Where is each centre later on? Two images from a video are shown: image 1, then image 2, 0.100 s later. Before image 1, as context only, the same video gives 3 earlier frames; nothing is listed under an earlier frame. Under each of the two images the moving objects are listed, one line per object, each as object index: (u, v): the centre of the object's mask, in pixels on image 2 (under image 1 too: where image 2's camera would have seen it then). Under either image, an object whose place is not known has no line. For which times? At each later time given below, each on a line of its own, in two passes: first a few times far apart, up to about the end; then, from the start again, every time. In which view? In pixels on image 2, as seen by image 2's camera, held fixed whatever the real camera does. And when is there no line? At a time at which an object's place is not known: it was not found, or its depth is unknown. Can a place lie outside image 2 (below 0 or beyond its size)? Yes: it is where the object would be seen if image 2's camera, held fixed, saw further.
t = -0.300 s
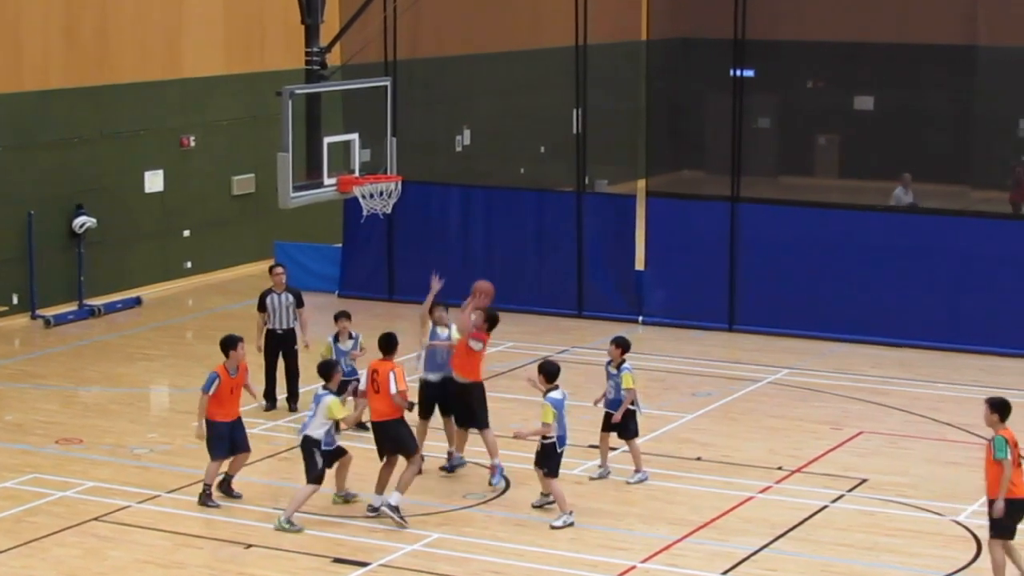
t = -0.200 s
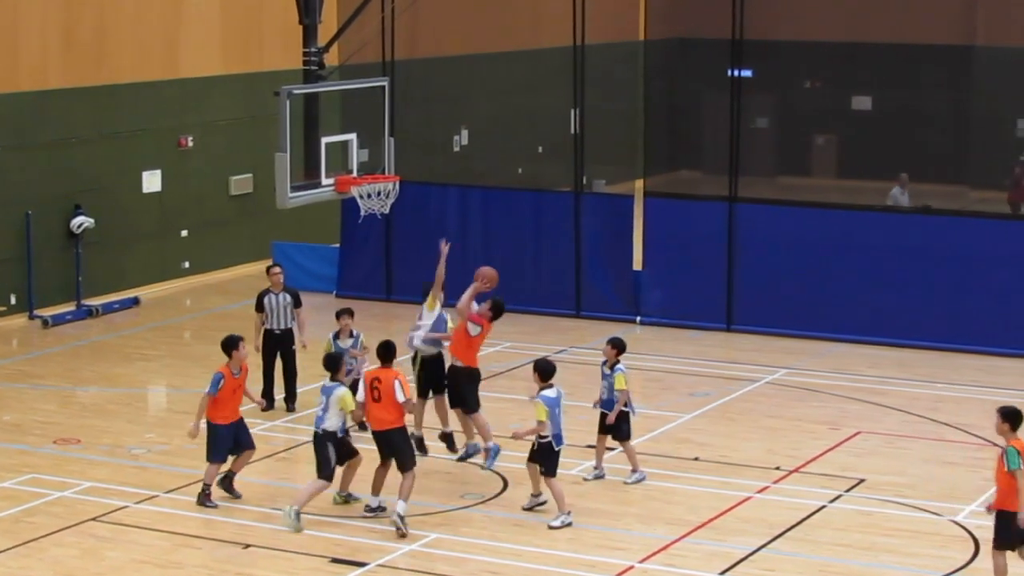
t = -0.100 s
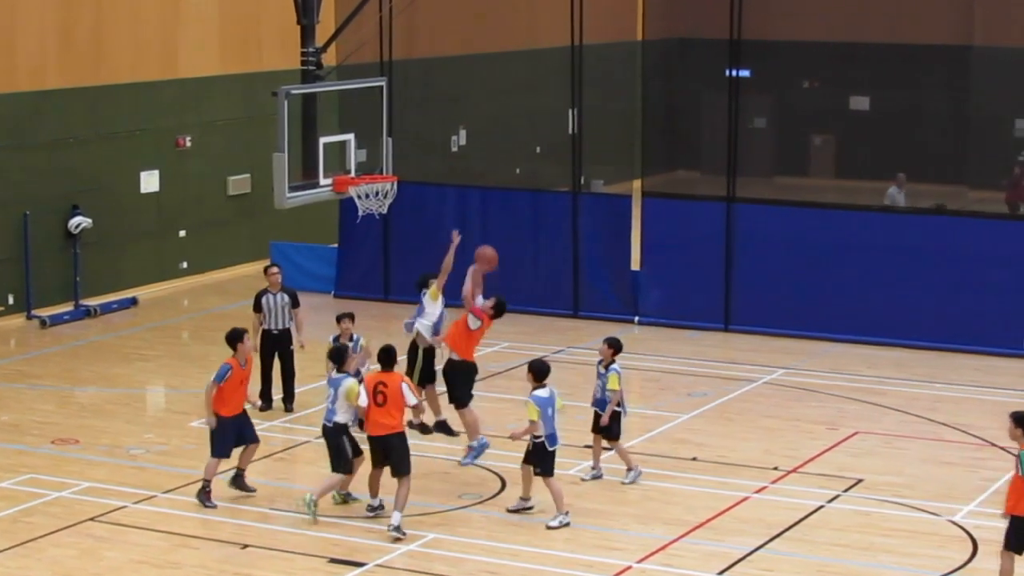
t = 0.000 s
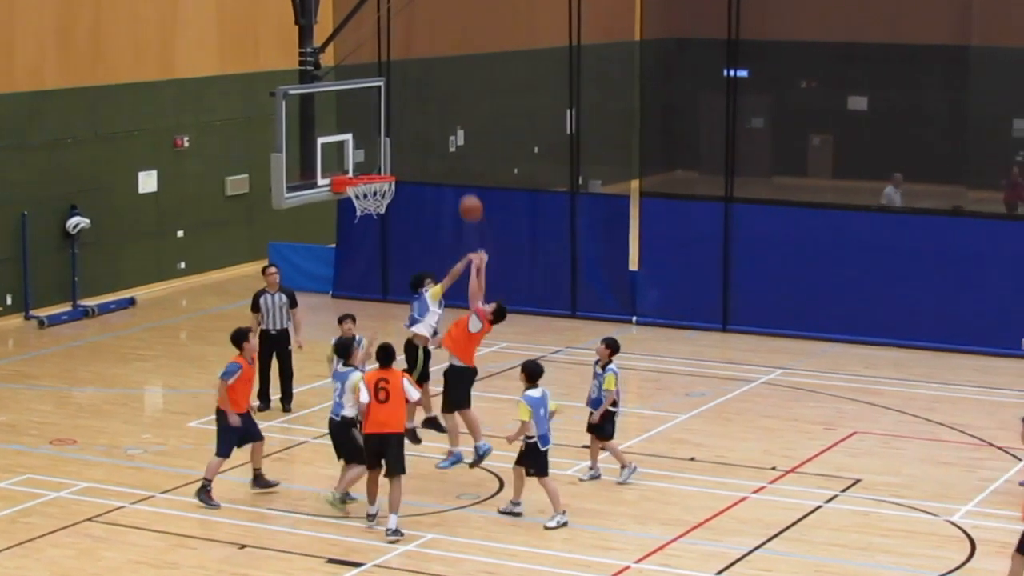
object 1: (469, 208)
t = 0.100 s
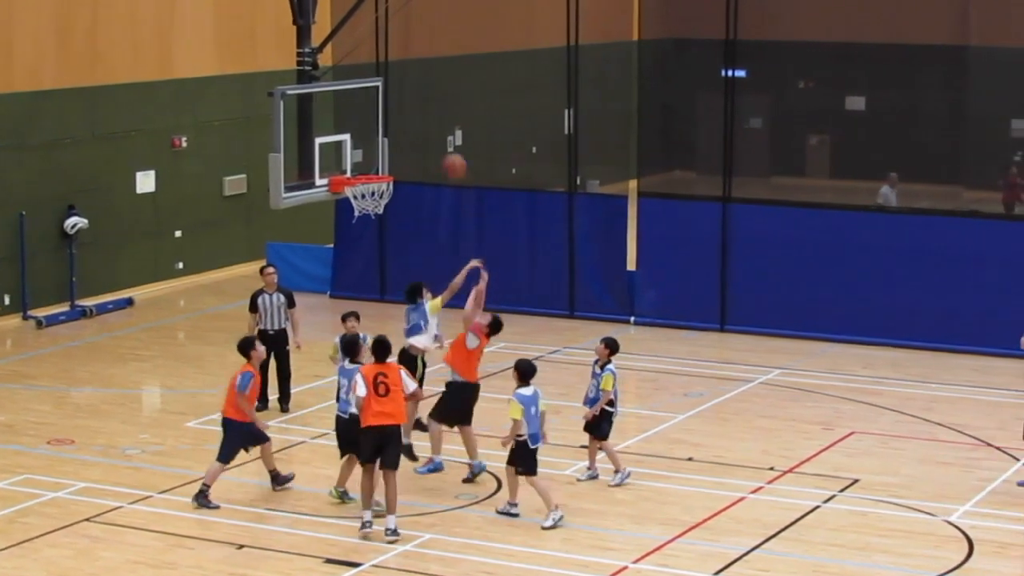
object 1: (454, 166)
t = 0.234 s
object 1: (436, 125)
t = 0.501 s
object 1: (397, 96)
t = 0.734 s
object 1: (365, 128)
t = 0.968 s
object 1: (348, 135)
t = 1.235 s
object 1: (347, 115)
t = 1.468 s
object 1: (348, 153)
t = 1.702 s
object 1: (376, 146)
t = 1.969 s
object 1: (419, 170)
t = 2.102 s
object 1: (441, 208)
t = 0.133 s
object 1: (450, 154)
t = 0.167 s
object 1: (444, 143)
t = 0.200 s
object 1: (439, 133)
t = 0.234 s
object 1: (436, 125)
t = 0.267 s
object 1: (431, 118)
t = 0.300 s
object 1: (426, 112)
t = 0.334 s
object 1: (421, 106)
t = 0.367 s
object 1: (416, 102)
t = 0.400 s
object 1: (411, 99)
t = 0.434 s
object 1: (407, 97)
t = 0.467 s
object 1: (402, 96)
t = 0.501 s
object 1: (397, 96)
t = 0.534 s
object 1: (393, 98)
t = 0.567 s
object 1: (388, 100)
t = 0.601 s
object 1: (383, 103)
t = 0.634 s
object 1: (379, 108)
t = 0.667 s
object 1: (374, 114)
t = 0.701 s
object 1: (369, 121)
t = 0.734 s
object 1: (365, 128)
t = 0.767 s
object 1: (360, 138)
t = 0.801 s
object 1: (355, 148)
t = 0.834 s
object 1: (352, 160)
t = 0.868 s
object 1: (351, 160)
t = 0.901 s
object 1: (349, 151)
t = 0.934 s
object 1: (349, 142)
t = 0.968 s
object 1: (348, 135)
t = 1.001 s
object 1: (348, 129)
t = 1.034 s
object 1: (348, 123)
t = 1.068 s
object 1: (348, 119)
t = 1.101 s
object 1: (347, 117)
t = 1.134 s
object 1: (348, 115)
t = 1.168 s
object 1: (348, 114)
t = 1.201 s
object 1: (348, 113)
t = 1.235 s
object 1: (347, 115)
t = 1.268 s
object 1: (347, 117)
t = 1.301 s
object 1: (348, 119)
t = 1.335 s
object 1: (348, 124)
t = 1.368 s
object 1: (348, 130)
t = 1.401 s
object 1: (348, 137)
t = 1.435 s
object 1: (348, 145)
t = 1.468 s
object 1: (348, 153)
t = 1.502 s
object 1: (348, 164)
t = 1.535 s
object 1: (349, 165)
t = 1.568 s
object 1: (356, 160)
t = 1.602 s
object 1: (361, 154)
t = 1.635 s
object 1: (365, 151)
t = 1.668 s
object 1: (371, 147)
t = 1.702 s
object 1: (376, 146)
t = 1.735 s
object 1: (381, 145)
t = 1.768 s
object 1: (387, 145)
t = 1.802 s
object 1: (393, 146)
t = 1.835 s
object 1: (398, 149)
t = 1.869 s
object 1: (403, 152)
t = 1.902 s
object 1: (408, 157)
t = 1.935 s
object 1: (414, 163)
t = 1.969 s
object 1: (419, 170)
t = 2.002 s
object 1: (425, 178)
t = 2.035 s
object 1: (430, 187)
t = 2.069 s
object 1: (435, 197)
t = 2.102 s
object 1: (441, 208)
